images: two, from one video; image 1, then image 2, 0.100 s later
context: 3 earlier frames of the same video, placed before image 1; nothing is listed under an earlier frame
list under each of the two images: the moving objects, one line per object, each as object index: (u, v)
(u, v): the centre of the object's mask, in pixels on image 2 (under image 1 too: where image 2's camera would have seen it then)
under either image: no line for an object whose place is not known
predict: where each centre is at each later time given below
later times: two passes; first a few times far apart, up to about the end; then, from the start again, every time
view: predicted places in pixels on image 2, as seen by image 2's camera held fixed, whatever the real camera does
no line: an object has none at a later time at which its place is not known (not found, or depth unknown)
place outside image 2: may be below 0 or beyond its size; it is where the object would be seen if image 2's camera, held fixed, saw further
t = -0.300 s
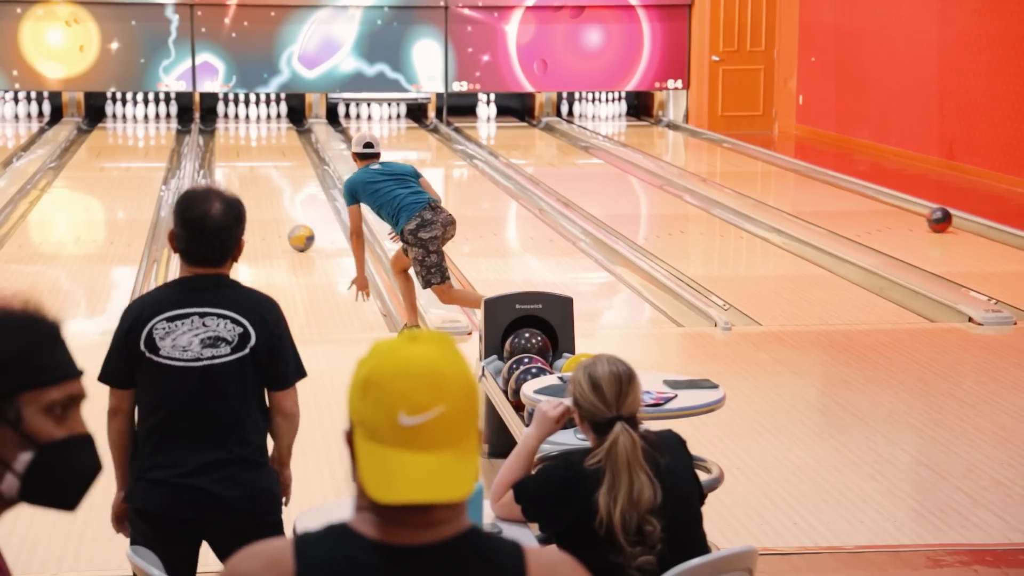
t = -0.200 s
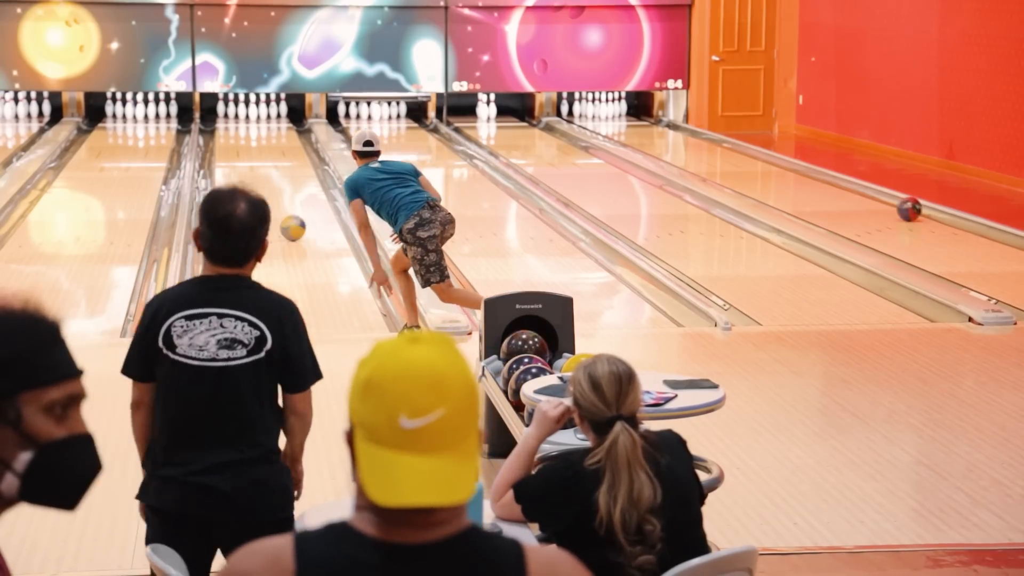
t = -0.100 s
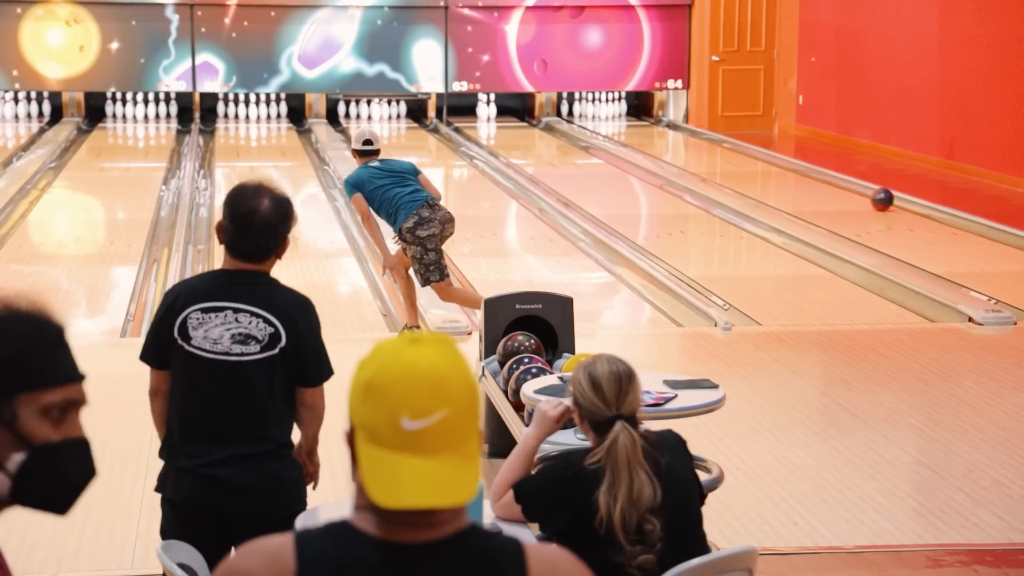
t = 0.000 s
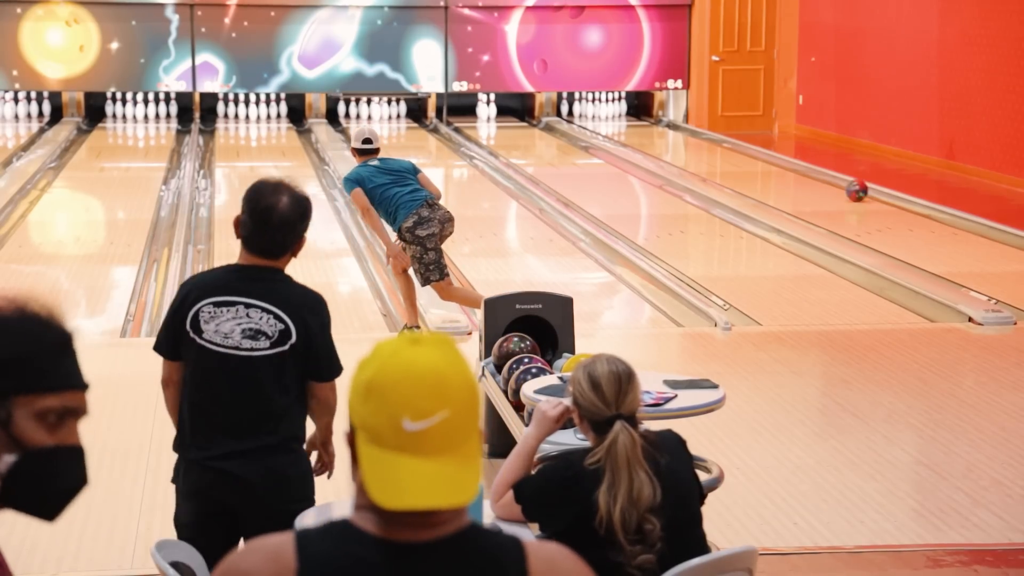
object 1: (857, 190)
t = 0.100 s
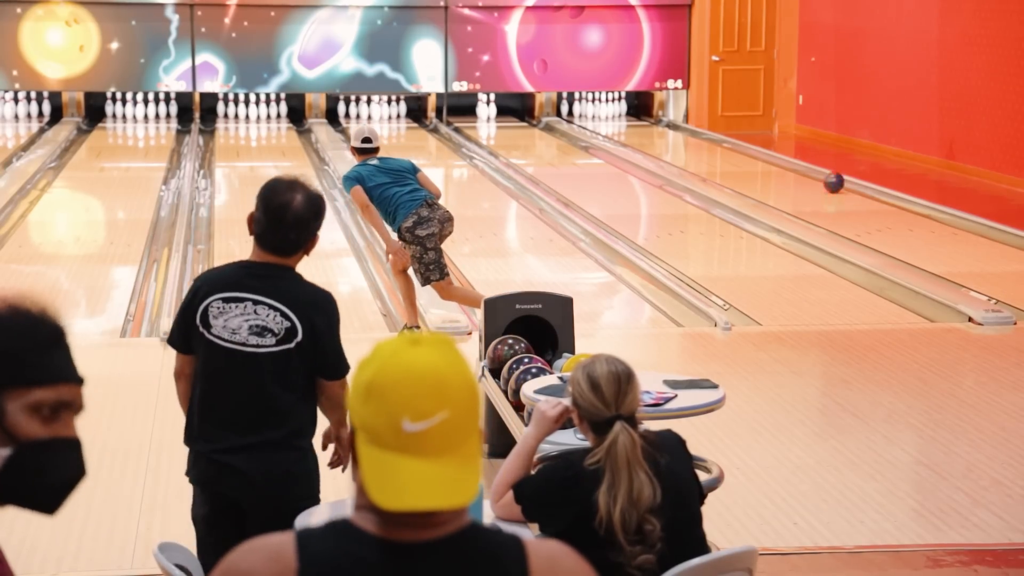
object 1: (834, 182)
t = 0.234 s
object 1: (805, 173)
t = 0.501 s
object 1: (755, 155)
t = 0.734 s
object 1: (718, 143)
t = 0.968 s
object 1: (684, 132)
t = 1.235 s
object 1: (648, 123)
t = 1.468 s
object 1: (620, 117)
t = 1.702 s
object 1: (597, 111)
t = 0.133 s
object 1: (826, 180)
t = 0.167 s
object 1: (819, 177)
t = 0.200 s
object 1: (812, 175)
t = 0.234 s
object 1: (805, 173)
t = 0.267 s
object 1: (798, 170)
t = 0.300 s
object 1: (792, 168)
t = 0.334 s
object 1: (786, 166)
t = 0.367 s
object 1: (779, 164)
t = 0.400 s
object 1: (773, 162)
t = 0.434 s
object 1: (767, 160)
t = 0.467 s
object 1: (761, 158)
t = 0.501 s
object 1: (755, 155)
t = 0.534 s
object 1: (750, 154)
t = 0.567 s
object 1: (744, 152)
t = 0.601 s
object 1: (739, 150)
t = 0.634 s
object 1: (733, 148)
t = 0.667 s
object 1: (728, 147)
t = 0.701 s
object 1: (723, 145)
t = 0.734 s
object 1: (718, 143)
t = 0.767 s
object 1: (713, 141)
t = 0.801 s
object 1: (708, 140)
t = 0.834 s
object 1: (703, 139)
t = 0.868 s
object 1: (698, 137)
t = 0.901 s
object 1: (693, 136)
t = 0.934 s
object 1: (689, 134)
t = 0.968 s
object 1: (684, 132)
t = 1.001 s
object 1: (679, 131)
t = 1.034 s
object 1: (674, 129)
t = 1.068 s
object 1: (670, 128)
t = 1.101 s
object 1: (665, 127)
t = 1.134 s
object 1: (661, 126)
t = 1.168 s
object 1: (657, 125)
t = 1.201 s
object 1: (653, 124)
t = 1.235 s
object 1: (648, 123)
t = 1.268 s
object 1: (645, 122)
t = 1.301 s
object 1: (640, 121)
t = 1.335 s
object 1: (637, 120)
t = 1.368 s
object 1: (632, 119)
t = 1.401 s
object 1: (628, 118)
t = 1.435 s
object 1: (624, 118)
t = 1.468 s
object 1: (620, 117)
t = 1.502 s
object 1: (616, 116)
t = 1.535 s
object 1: (612, 115)
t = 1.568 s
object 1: (608, 114)
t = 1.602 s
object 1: (604, 113)
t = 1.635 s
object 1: (601, 112)
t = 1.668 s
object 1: (599, 112)
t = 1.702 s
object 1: (597, 111)
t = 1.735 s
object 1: (596, 111)
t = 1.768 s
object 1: (594, 110)
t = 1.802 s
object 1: (594, 109)
